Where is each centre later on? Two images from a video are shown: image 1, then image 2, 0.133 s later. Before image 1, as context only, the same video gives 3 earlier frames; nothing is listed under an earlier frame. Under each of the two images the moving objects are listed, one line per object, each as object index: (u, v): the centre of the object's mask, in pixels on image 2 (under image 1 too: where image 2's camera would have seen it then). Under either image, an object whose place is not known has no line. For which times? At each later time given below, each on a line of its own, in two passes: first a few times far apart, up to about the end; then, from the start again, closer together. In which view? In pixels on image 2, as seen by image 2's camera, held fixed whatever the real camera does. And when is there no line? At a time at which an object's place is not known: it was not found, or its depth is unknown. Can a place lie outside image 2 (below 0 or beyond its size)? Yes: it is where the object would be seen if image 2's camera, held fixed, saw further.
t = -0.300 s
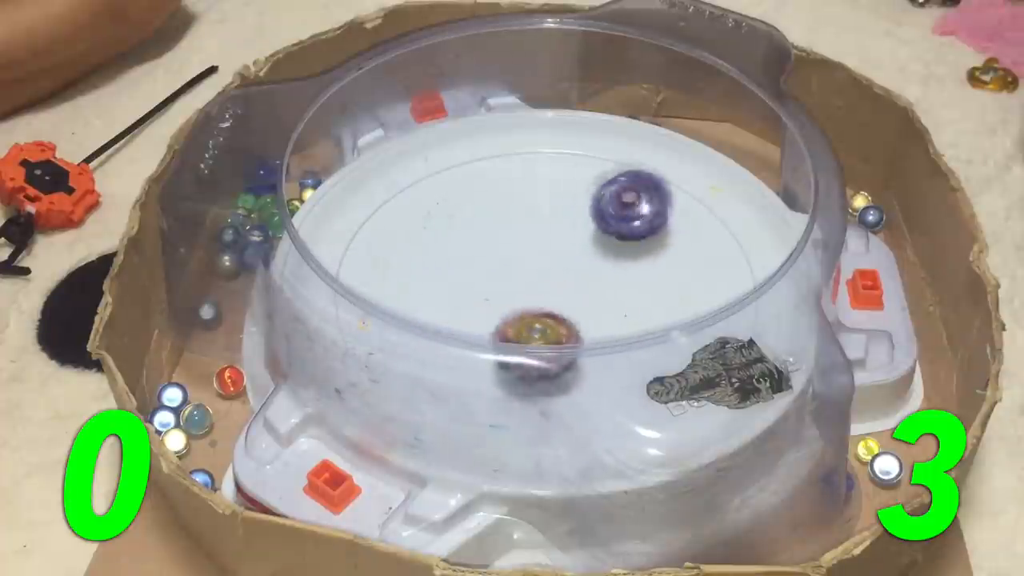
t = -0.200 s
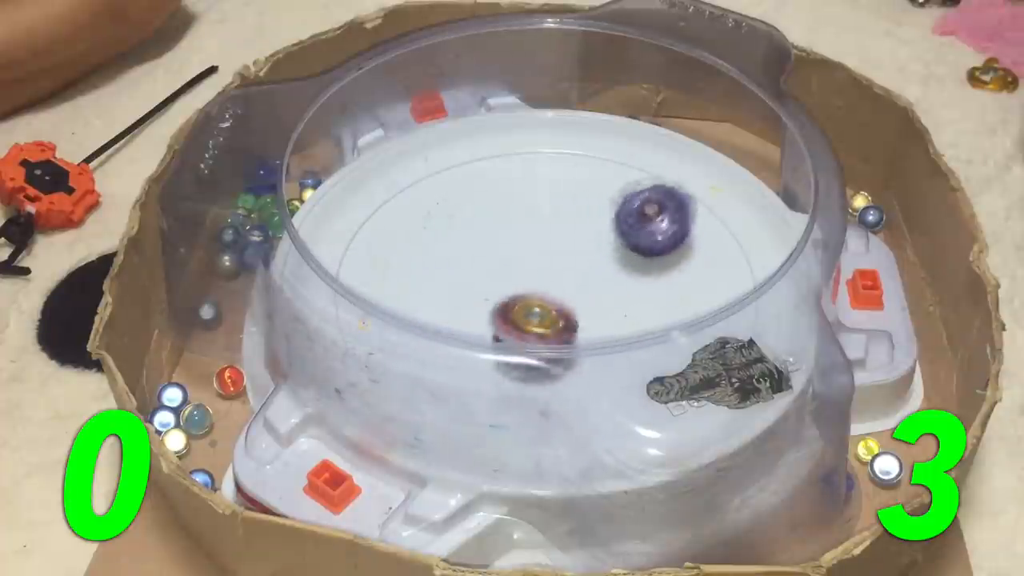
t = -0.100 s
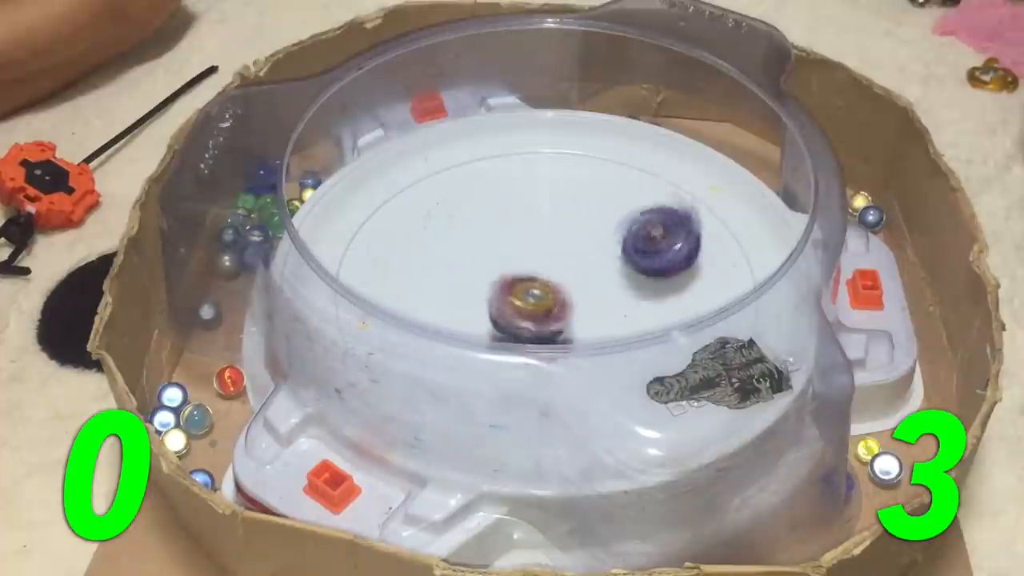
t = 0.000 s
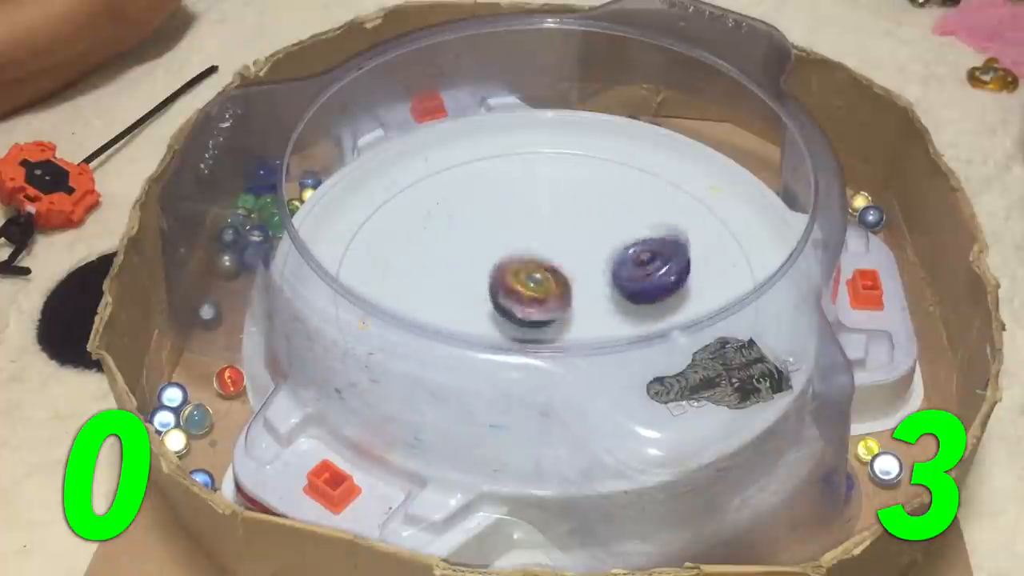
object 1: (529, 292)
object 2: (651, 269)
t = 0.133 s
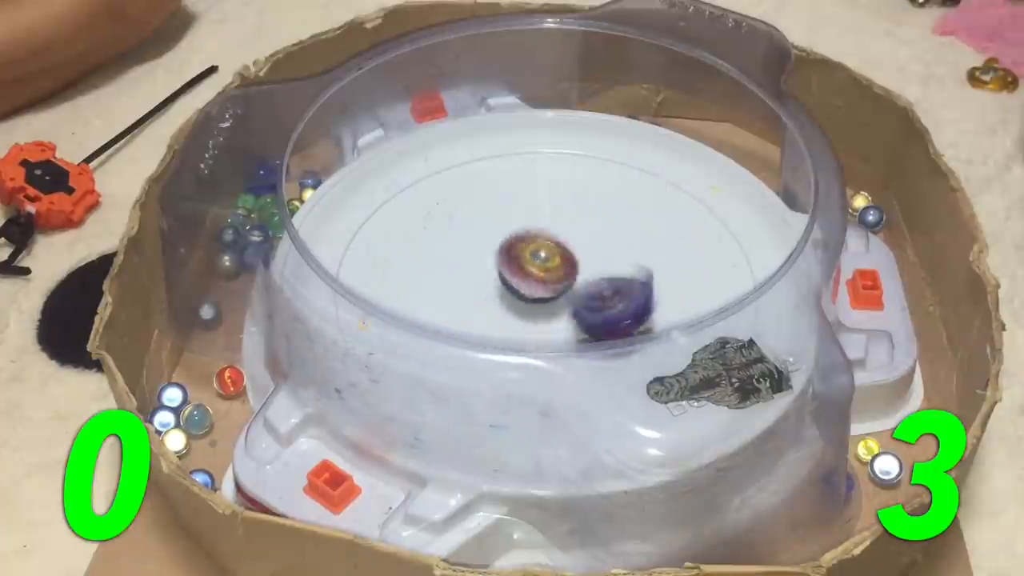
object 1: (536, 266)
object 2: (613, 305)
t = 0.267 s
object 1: (549, 248)
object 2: (561, 326)
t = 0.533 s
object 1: (568, 236)
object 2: (447, 313)
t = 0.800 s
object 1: (549, 274)
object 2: (437, 272)
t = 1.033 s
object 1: (556, 318)
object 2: (479, 221)
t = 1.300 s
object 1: (534, 313)
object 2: (559, 241)
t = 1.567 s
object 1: (536, 299)
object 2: (642, 272)
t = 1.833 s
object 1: (545, 297)
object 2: (626, 303)
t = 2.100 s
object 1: (544, 288)
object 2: (616, 314)
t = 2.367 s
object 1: (544, 288)
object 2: (622, 309)
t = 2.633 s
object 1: (543, 289)
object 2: (611, 314)
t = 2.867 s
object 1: (542, 289)
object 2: (614, 311)
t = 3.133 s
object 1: (543, 289)
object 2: (612, 312)
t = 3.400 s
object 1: (542, 289)
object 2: (611, 312)
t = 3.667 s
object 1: (542, 289)
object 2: (610, 312)
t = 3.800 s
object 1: (543, 289)
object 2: (609, 312)
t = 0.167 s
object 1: (539, 261)
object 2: (602, 314)
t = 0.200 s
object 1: (542, 255)
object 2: (588, 319)
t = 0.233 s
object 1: (546, 251)
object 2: (574, 323)
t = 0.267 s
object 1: (549, 248)
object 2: (561, 326)
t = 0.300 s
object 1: (554, 244)
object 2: (543, 328)
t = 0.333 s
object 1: (560, 240)
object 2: (527, 328)
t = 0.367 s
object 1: (562, 237)
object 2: (512, 327)
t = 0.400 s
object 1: (566, 236)
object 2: (497, 326)
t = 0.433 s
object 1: (567, 234)
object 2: (483, 324)
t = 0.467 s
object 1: (569, 233)
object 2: (469, 321)
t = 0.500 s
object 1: (568, 233)
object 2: (457, 318)
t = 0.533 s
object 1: (568, 236)
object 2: (447, 313)
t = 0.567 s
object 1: (568, 238)
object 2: (439, 309)
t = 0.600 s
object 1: (565, 241)
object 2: (433, 304)
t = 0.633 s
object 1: (563, 245)
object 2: (429, 300)
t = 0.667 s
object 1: (561, 250)
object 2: (426, 296)
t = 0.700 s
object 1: (558, 256)
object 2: (425, 291)
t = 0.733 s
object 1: (555, 263)
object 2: (427, 284)
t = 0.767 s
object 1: (552, 269)
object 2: (431, 278)
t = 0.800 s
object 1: (549, 274)
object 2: (437, 272)
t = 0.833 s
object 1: (546, 278)
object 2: (446, 266)
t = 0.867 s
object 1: (542, 283)
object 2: (454, 259)
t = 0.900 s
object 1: (548, 293)
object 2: (456, 247)
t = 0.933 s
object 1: (555, 304)
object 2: (458, 236)
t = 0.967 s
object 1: (557, 312)
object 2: (464, 228)
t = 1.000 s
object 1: (557, 316)
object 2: (471, 224)
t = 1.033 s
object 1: (556, 318)
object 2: (479, 221)
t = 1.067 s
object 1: (552, 321)
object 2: (486, 218)
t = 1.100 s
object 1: (550, 322)
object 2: (495, 217)
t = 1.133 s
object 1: (546, 323)
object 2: (506, 216)
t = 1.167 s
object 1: (543, 322)
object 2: (516, 221)
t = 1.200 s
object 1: (541, 320)
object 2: (527, 224)
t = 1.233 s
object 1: (539, 318)
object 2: (537, 228)
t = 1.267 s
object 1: (536, 315)
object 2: (549, 234)
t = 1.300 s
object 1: (534, 313)
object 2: (559, 241)
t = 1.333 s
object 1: (533, 310)
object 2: (571, 246)
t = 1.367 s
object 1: (531, 307)
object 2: (583, 251)
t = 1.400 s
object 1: (528, 304)
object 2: (598, 254)
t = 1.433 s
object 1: (527, 301)
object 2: (613, 257)
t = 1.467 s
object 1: (529, 299)
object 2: (623, 262)
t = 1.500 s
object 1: (532, 300)
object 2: (631, 267)
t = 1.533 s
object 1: (534, 300)
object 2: (638, 268)
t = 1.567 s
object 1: (536, 299)
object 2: (642, 272)
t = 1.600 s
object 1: (539, 298)
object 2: (644, 273)
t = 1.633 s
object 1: (542, 298)
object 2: (644, 276)
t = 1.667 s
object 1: (544, 294)
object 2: (644, 278)
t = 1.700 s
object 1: (547, 294)
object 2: (642, 282)
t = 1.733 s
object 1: (550, 298)
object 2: (640, 284)
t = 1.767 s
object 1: (549, 293)
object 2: (636, 289)
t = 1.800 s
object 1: (546, 295)
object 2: (630, 297)
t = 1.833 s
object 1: (545, 297)
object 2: (626, 303)
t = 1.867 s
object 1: (545, 298)
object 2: (621, 308)
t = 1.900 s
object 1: (544, 298)
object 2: (618, 311)
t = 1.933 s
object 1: (544, 290)
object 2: (617, 313)
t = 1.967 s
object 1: (544, 288)
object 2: (617, 315)
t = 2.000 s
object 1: (544, 286)
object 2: (617, 315)
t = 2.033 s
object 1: (545, 286)
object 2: (617, 315)
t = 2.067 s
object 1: (544, 286)
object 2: (616, 314)
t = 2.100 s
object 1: (544, 288)
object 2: (616, 314)
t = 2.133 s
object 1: (544, 289)
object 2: (616, 313)
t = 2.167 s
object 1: (544, 290)
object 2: (617, 312)
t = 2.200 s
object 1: (545, 291)
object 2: (619, 311)
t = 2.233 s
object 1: (544, 291)
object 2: (621, 310)
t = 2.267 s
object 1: (544, 291)
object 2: (622, 309)
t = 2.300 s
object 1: (544, 290)
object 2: (623, 309)
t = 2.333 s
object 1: (544, 289)
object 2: (623, 309)
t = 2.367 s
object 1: (544, 288)
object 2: (622, 309)
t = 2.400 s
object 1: (544, 287)
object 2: (622, 309)
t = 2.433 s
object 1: (544, 288)
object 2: (621, 309)
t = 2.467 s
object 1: (544, 289)
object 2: (619, 310)
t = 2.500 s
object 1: (544, 289)
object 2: (617, 311)
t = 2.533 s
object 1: (544, 289)
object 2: (615, 311)
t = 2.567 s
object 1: (543, 288)
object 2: (613, 313)
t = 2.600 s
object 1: (543, 288)
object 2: (611, 313)
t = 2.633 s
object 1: (543, 289)
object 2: (611, 314)
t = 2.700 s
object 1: (543, 289)
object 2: (611, 313)
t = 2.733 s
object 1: (543, 289)
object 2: (611, 313)
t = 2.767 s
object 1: (543, 289)
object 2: (612, 312)
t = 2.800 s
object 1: (543, 289)
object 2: (613, 312)
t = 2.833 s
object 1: (543, 289)
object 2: (613, 311)
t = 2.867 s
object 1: (542, 289)
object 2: (614, 311)
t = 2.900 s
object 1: (543, 289)
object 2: (614, 311)
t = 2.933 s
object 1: (543, 289)
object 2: (614, 311)
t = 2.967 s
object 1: (543, 289)
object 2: (614, 311)
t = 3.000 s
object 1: (543, 289)
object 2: (614, 311)
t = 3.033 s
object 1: (542, 289)
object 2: (613, 311)
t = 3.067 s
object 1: (543, 289)
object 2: (613, 311)
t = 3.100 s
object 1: (542, 289)
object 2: (612, 312)
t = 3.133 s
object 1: (543, 289)
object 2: (612, 312)
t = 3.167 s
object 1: (543, 289)
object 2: (610, 312)
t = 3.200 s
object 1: (542, 289)
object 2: (609, 313)
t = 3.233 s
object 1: (543, 289)
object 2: (609, 313)
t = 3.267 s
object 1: (542, 289)
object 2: (609, 313)
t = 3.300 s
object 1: (542, 289)
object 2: (609, 313)
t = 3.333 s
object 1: (542, 289)
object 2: (610, 312)
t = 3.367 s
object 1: (543, 289)
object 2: (611, 312)
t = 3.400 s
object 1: (542, 289)
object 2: (611, 312)
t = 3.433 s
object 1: (542, 289)
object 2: (610, 312)
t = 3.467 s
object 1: (543, 289)
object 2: (609, 312)
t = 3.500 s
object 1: (542, 289)
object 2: (609, 312)
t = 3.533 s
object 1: (542, 289)
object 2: (609, 312)
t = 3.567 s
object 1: (543, 289)
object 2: (609, 313)
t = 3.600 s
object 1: (543, 289)
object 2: (609, 312)
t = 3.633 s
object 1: (543, 289)
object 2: (610, 312)
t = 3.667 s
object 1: (542, 289)
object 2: (610, 312)
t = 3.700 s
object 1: (543, 289)
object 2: (610, 312)
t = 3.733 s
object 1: (542, 289)
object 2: (609, 312)
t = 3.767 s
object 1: (543, 289)
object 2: (609, 312)
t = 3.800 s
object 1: (543, 289)
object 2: (609, 312)
